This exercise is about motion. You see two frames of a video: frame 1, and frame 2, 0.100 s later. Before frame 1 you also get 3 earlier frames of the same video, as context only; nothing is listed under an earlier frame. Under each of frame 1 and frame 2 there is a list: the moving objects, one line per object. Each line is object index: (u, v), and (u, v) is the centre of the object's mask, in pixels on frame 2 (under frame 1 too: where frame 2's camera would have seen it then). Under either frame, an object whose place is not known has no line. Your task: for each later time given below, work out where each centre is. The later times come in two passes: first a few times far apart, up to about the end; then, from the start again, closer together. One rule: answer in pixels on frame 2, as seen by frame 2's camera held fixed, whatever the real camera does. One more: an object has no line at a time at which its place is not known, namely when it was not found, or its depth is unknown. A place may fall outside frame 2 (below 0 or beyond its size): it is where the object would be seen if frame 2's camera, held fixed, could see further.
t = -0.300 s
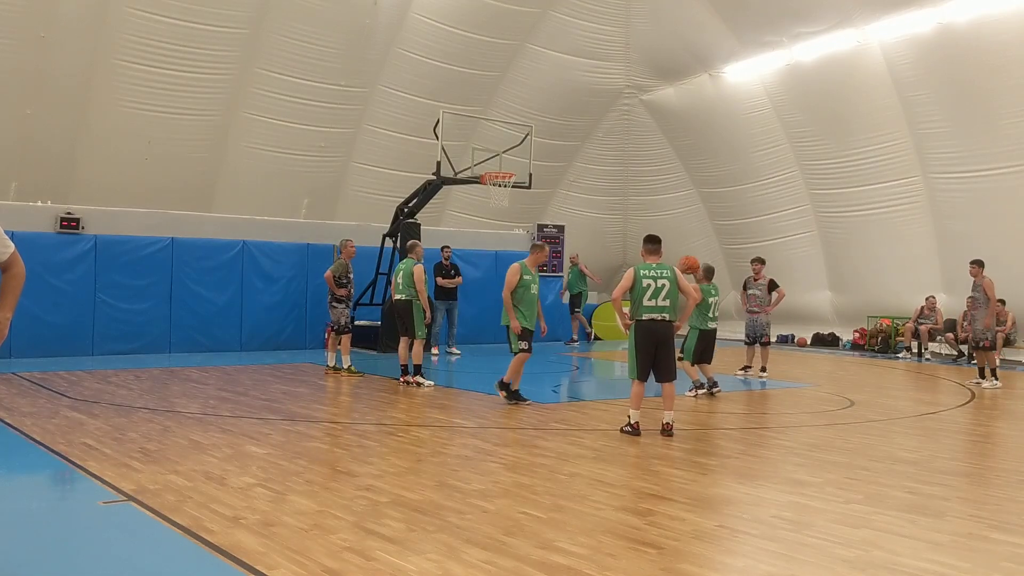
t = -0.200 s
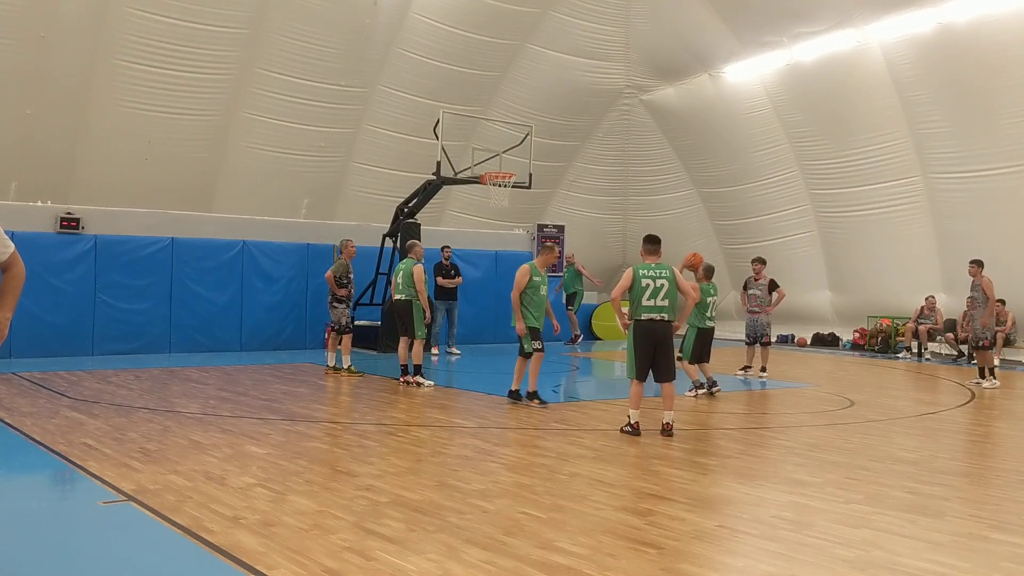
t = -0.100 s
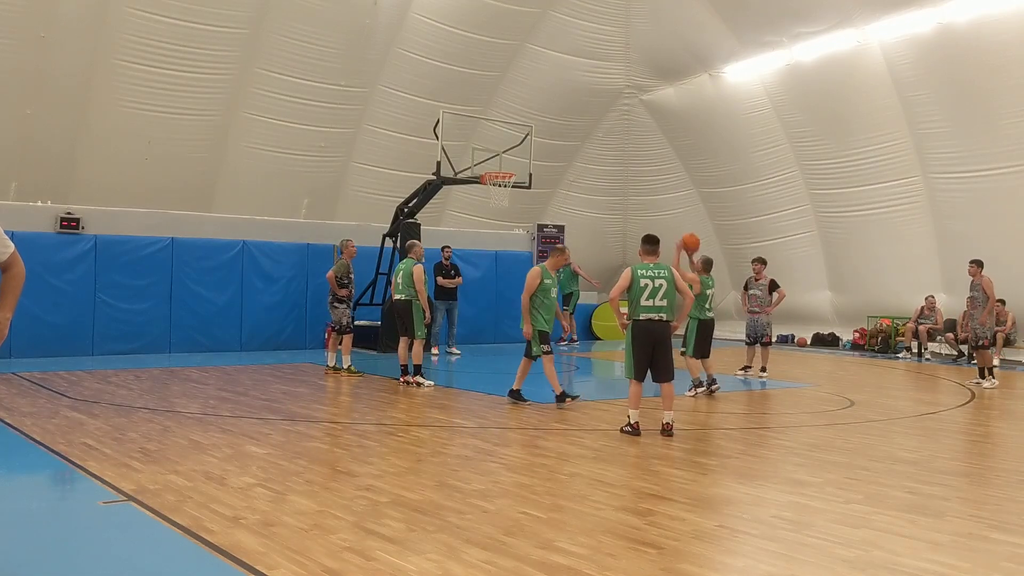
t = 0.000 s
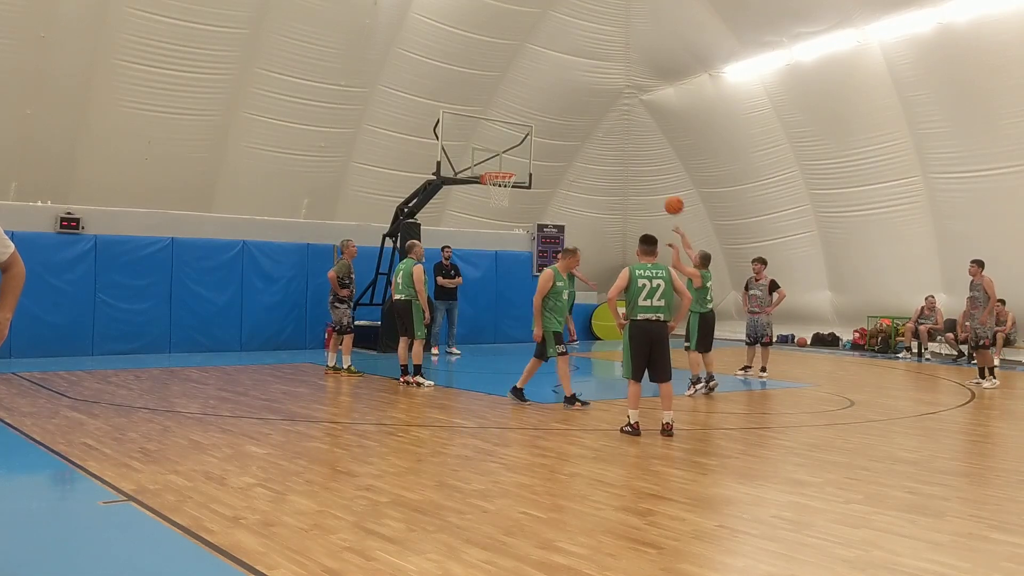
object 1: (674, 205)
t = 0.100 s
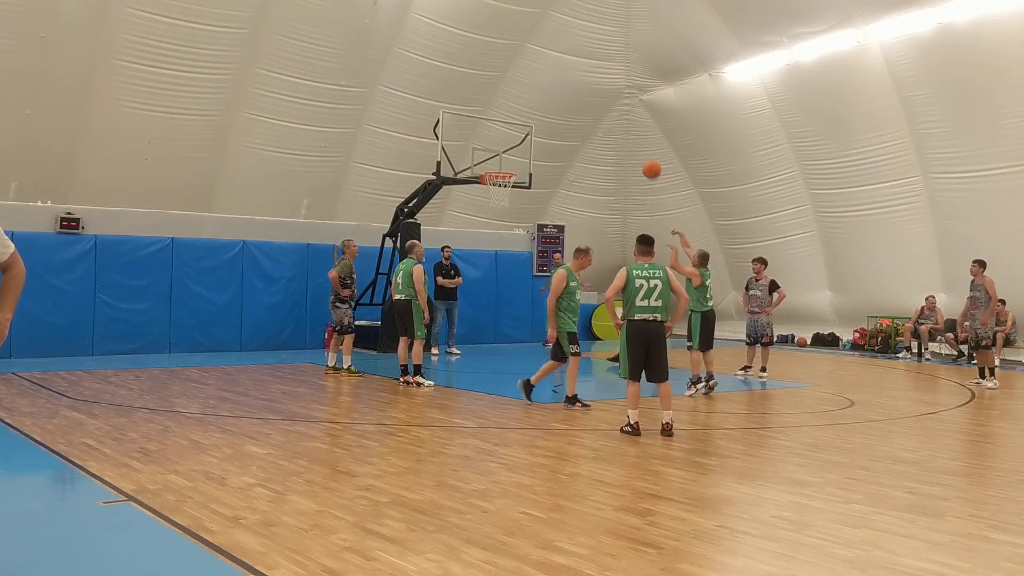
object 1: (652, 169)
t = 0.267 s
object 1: (617, 130)
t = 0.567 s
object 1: (560, 113)
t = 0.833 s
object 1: (515, 147)
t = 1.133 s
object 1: (487, 201)
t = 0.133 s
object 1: (645, 160)
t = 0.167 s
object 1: (637, 151)
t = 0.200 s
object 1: (630, 143)
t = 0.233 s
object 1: (623, 136)
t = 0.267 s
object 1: (617, 130)
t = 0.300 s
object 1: (610, 125)
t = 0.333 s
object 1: (603, 120)
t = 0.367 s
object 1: (597, 117)
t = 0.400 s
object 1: (591, 114)
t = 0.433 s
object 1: (584, 113)
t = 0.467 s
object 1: (578, 111)
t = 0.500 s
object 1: (572, 111)
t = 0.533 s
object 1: (566, 112)
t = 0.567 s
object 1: (560, 113)
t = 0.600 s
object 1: (554, 115)
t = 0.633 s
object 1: (548, 117)
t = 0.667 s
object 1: (543, 120)
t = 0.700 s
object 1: (537, 124)
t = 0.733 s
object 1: (531, 129)
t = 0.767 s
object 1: (526, 134)
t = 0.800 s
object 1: (520, 140)
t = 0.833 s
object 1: (515, 147)
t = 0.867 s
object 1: (509, 153)
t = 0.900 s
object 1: (504, 161)
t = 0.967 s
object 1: (498, 180)
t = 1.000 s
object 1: (489, 185)
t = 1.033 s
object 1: (487, 190)
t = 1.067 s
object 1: (487, 193)
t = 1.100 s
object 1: (487, 196)
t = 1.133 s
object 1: (487, 201)
